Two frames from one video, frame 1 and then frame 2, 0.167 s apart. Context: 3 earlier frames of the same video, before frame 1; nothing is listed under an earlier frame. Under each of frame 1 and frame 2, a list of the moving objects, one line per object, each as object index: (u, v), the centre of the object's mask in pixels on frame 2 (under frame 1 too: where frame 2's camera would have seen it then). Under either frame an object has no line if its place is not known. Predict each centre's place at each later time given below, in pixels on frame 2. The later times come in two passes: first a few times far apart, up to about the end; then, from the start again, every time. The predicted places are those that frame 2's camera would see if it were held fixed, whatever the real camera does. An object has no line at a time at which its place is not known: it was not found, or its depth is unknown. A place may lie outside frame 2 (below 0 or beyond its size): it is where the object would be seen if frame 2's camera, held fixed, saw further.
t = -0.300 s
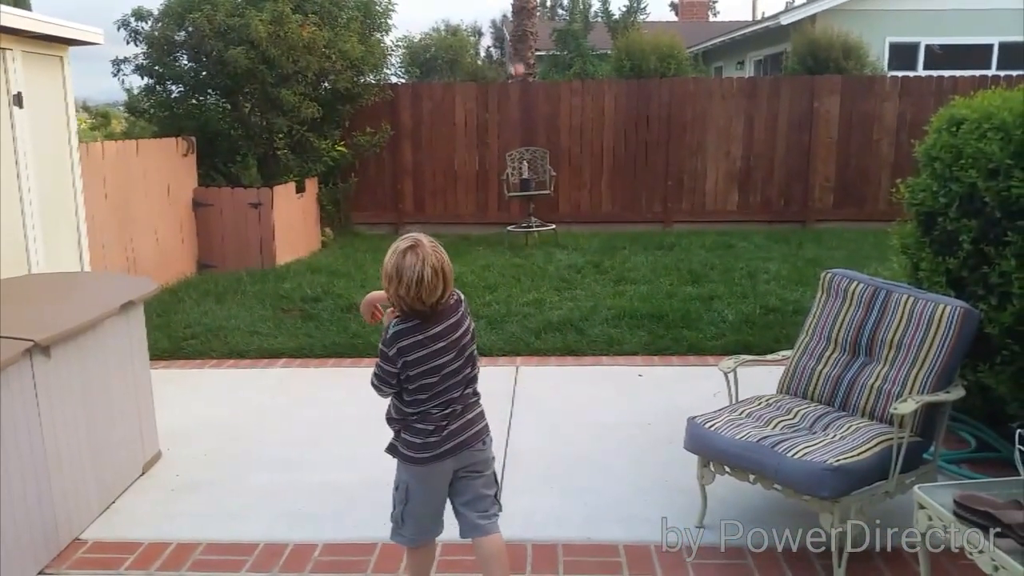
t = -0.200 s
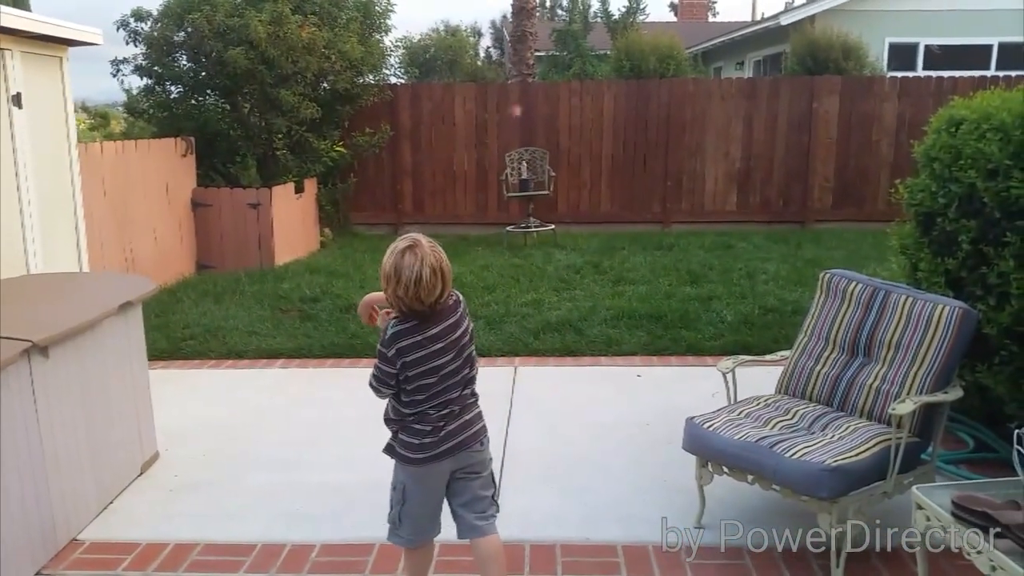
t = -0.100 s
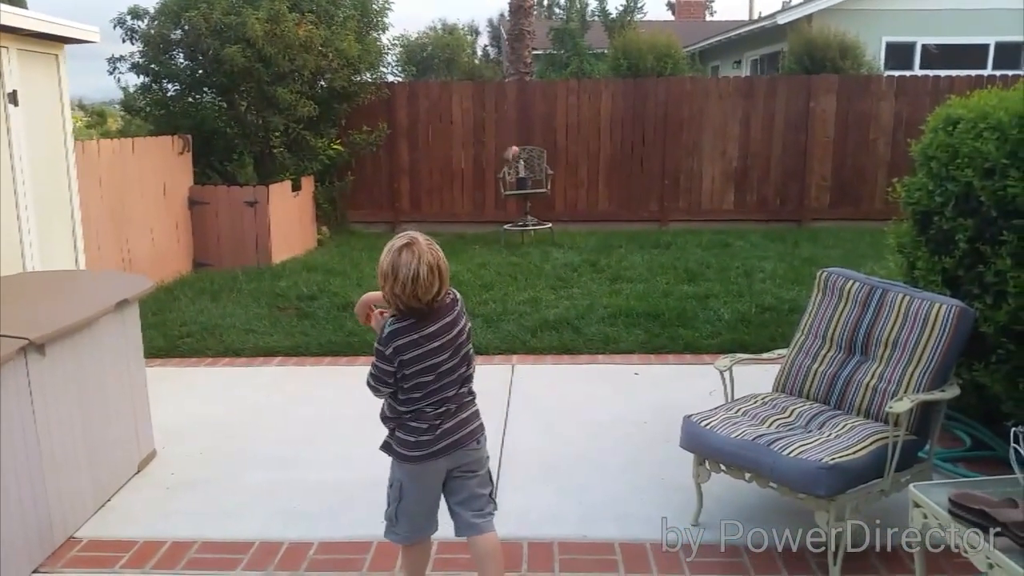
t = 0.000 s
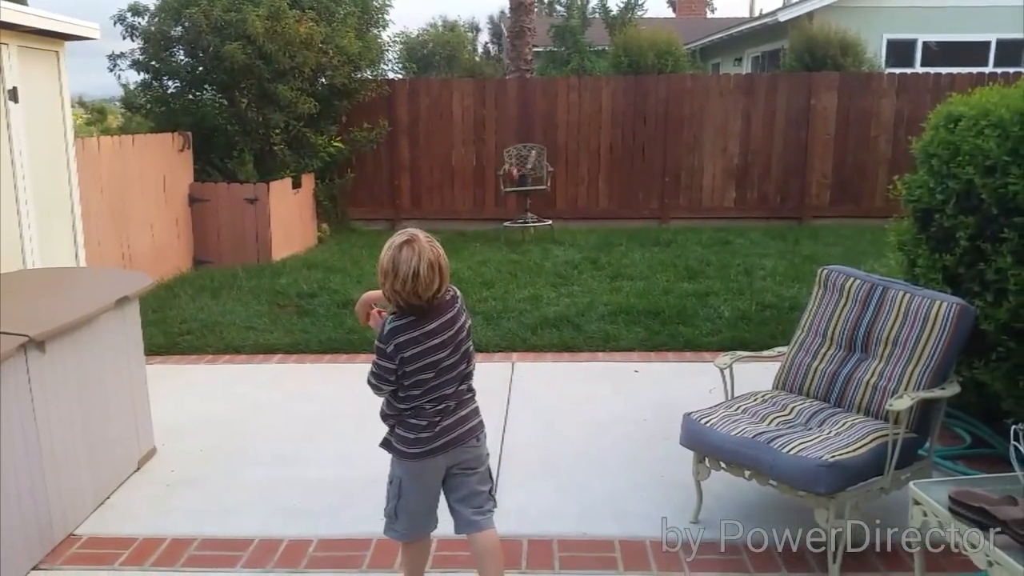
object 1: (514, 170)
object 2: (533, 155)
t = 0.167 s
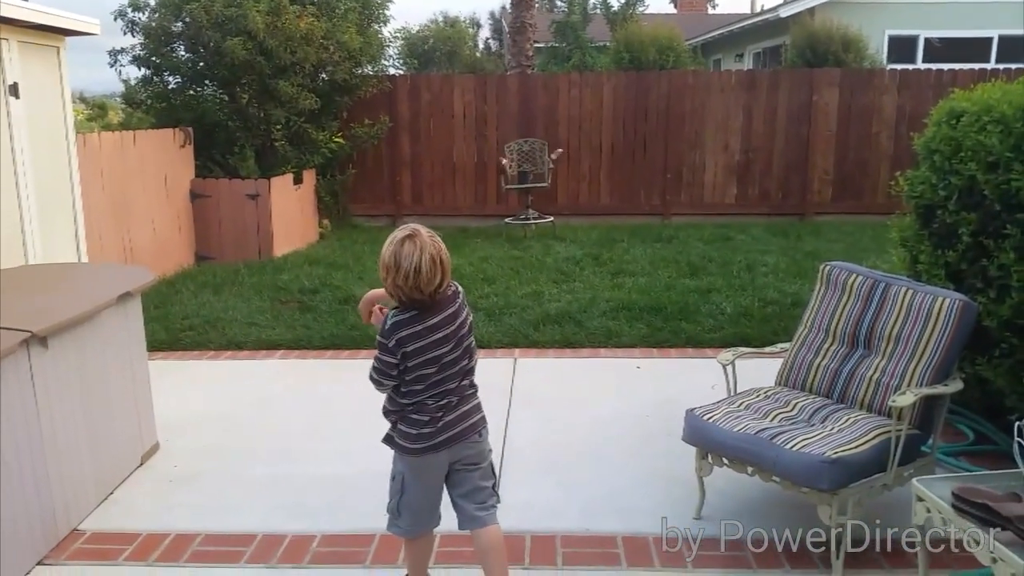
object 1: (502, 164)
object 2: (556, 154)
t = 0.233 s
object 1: (497, 165)
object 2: (565, 157)
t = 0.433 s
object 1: (480, 188)
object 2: (589, 186)
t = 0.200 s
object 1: (500, 165)
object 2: (561, 155)
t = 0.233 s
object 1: (497, 165)
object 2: (565, 157)
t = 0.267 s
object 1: (495, 166)
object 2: (569, 160)
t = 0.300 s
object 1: (492, 168)
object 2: (573, 163)
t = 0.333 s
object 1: (489, 172)
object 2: (577, 168)
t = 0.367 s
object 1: (485, 175)
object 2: (581, 173)
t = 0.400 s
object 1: (483, 181)
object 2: (585, 179)
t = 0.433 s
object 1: (480, 188)
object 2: (589, 186)
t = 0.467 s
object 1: (478, 198)
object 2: (593, 193)
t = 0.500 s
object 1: (474, 207)
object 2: (597, 202)
